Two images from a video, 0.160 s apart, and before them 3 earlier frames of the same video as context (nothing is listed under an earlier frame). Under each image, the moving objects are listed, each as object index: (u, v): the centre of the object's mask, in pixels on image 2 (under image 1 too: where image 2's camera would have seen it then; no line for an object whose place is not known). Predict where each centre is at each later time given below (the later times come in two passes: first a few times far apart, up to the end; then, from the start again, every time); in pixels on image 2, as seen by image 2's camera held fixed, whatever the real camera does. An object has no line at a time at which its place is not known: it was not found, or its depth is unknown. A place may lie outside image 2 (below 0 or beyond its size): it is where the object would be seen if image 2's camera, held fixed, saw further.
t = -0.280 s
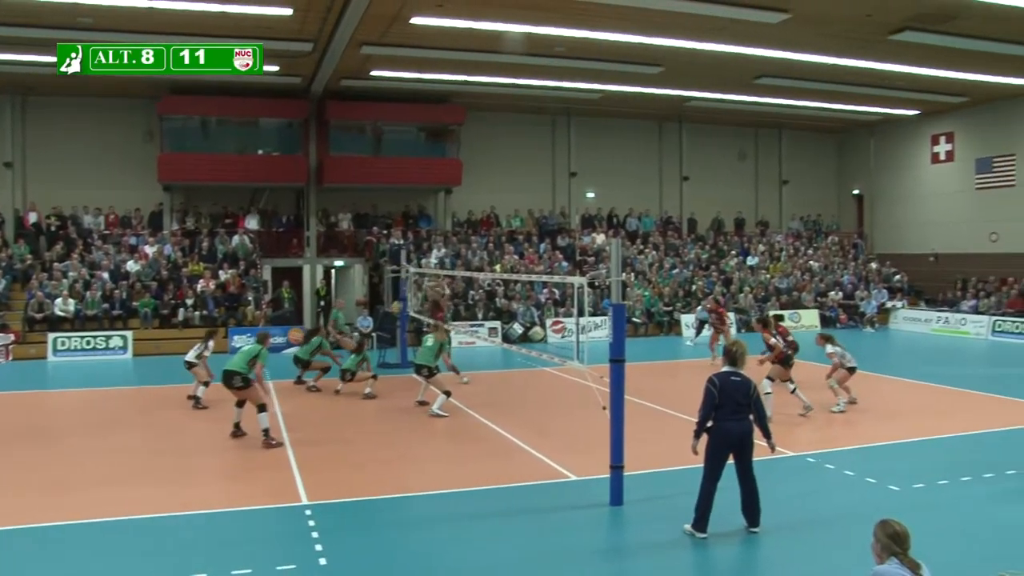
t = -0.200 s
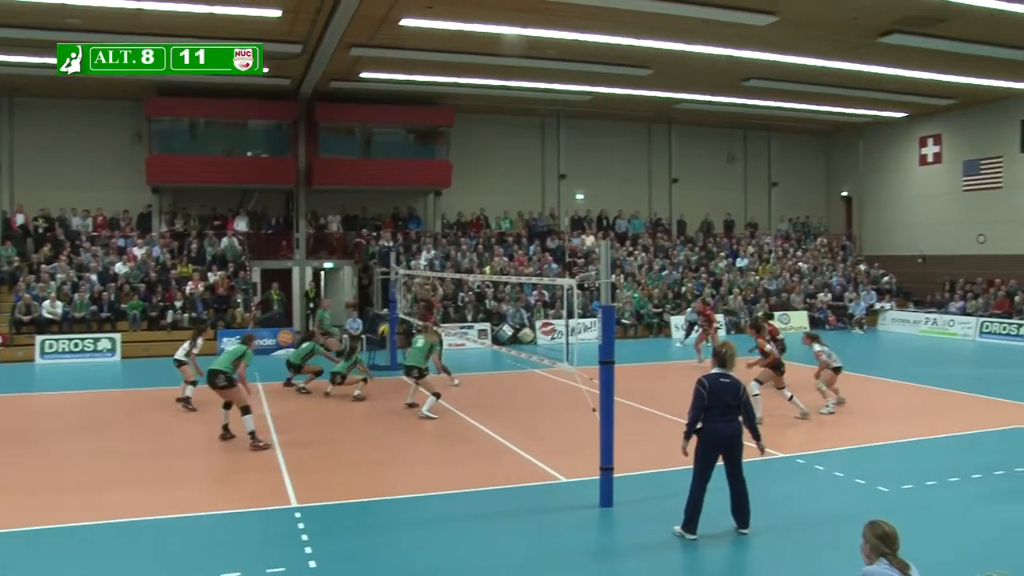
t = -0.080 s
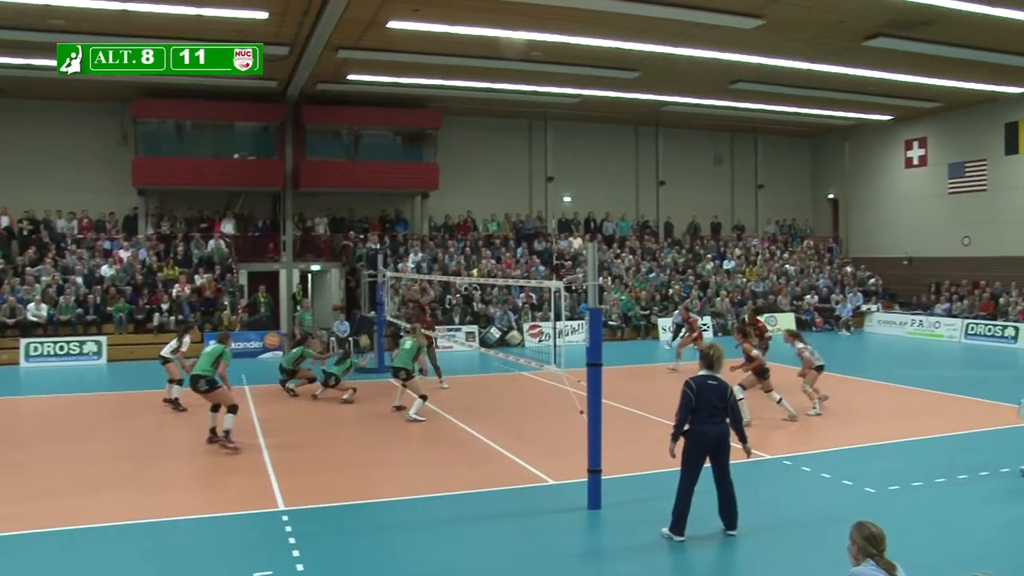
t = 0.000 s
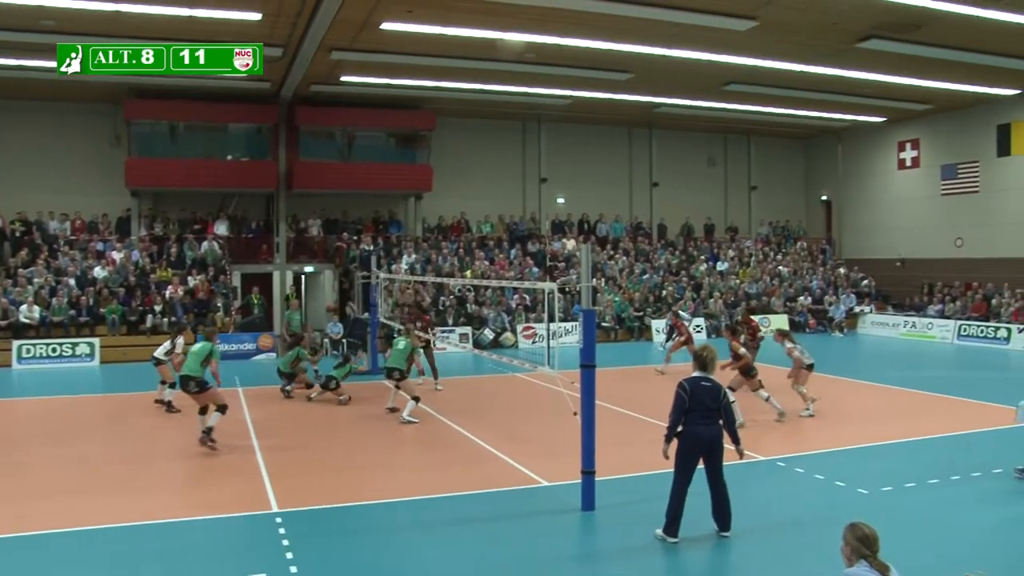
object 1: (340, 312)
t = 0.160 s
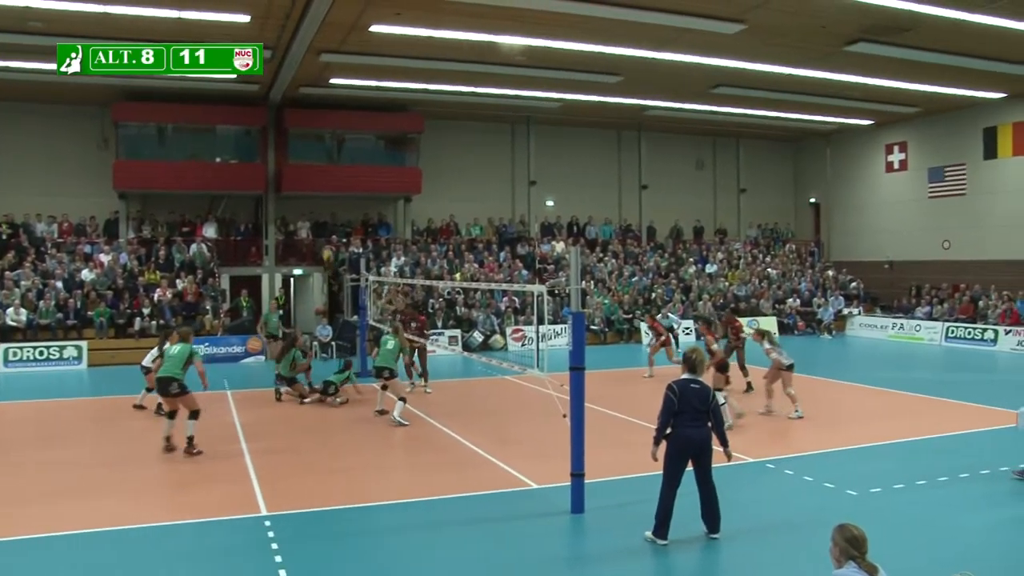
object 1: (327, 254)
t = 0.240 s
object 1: (320, 229)
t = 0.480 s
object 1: (298, 178)
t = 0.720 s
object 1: (277, 157)
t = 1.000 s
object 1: (254, 173)
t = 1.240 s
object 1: (234, 223)
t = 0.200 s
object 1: (323, 242)
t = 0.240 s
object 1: (320, 229)
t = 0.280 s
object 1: (315, 218)
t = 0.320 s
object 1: (312, 210)
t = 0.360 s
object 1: (308, 201)
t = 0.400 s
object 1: (306, 193)
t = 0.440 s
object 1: (302, 185)
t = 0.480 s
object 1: (298, 178)
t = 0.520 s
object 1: (294, 173)
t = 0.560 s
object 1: (291, 168)
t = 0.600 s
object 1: (288, 165)
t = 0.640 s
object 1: (285, 161)
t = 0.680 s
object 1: (281, 159)
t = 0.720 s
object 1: (277, 157)
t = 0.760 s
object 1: (274, 157)
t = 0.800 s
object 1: (271, 157)
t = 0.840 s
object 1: (267, 159)
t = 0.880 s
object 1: (264, 161)
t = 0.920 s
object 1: (261, 164)
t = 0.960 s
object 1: (257, 168)
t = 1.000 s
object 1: (254, 173)
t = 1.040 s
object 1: (250, 179)
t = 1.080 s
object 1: (247, 186)
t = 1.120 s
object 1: (244, 194)
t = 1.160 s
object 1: (241, 202)
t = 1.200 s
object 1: (237, 212)
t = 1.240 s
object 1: (234, 223)
